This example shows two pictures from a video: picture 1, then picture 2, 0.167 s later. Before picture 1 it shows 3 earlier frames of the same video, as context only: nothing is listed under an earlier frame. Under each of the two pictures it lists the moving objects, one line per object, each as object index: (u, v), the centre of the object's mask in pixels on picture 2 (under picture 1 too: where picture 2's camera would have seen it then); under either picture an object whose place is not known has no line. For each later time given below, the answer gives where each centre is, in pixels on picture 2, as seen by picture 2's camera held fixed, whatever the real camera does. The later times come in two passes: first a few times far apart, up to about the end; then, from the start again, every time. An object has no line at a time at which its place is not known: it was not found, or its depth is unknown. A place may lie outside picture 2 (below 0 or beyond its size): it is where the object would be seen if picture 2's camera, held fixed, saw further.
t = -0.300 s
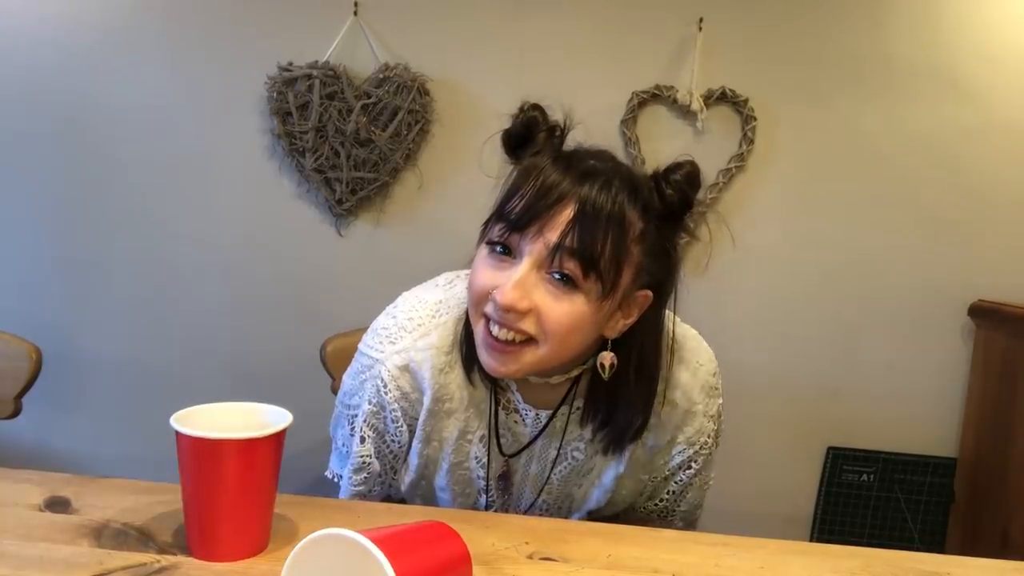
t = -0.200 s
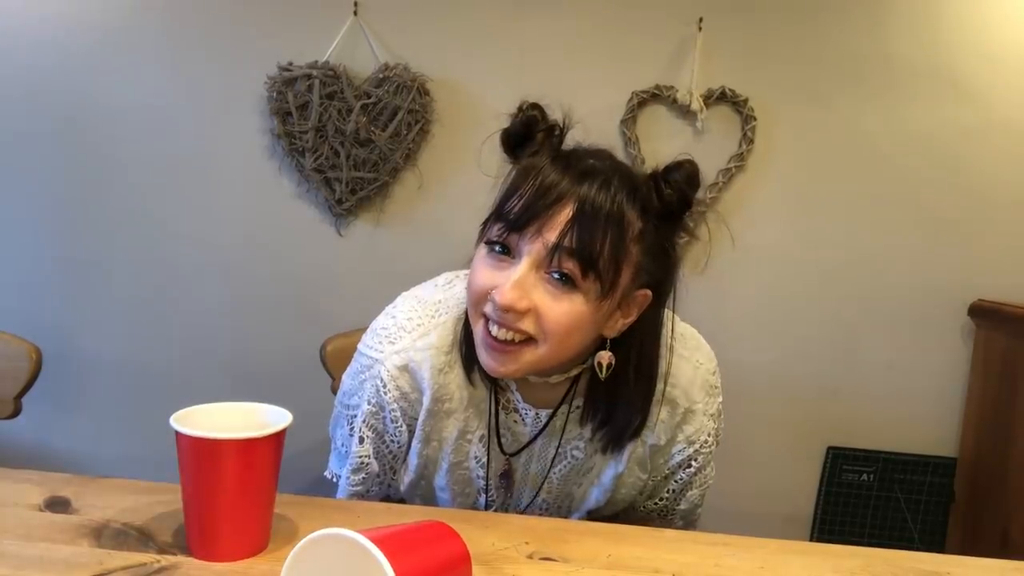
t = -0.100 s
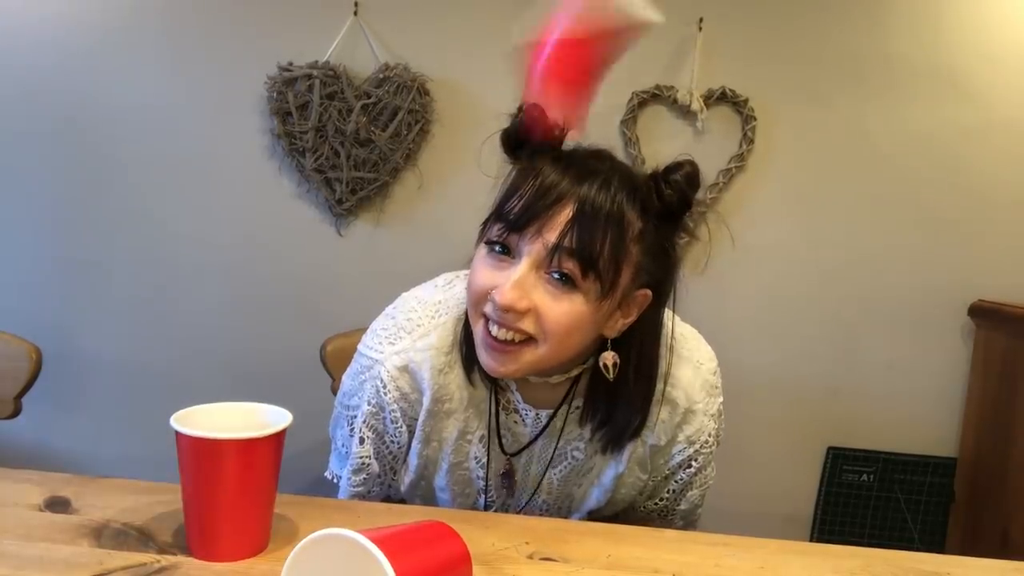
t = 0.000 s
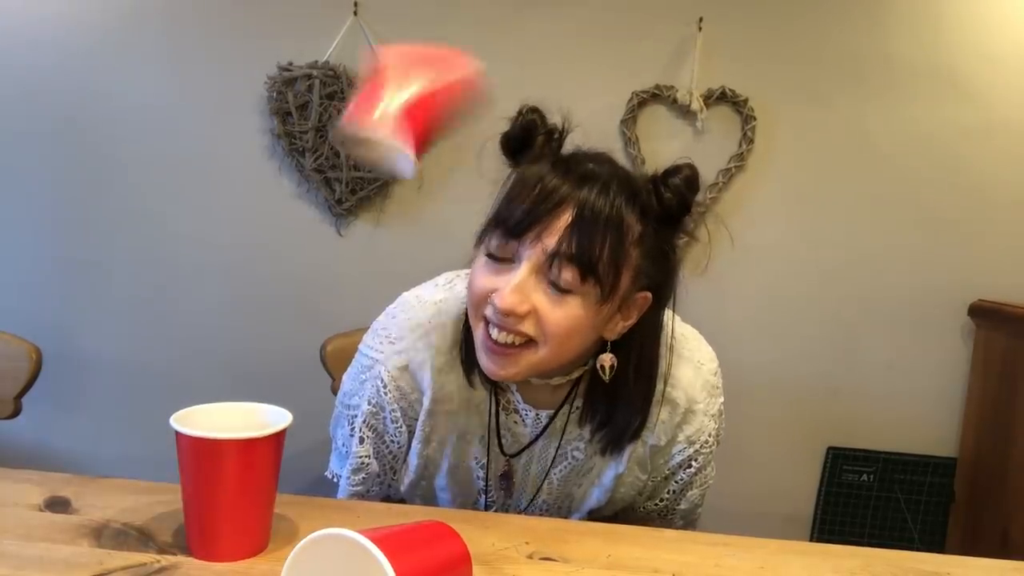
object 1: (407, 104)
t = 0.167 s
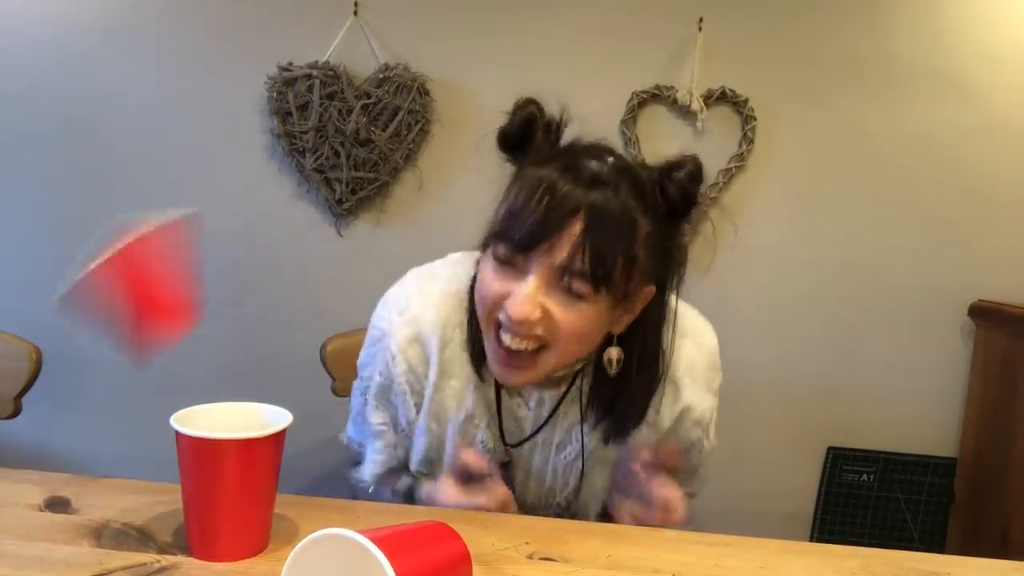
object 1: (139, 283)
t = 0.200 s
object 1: (98, 345)
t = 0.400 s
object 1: (71, 358)
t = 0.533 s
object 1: (64, 453)
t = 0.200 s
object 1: (98, 345)
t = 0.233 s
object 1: (61, 403)
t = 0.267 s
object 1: (62, 366)
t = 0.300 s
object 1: (62, 344)
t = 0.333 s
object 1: (66, 337)
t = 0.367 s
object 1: (69, 341)
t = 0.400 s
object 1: (71, 358)
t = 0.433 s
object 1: (68, 379)
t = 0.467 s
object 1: (62, 405)
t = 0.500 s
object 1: (63, 429)
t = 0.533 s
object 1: (64, 453)
